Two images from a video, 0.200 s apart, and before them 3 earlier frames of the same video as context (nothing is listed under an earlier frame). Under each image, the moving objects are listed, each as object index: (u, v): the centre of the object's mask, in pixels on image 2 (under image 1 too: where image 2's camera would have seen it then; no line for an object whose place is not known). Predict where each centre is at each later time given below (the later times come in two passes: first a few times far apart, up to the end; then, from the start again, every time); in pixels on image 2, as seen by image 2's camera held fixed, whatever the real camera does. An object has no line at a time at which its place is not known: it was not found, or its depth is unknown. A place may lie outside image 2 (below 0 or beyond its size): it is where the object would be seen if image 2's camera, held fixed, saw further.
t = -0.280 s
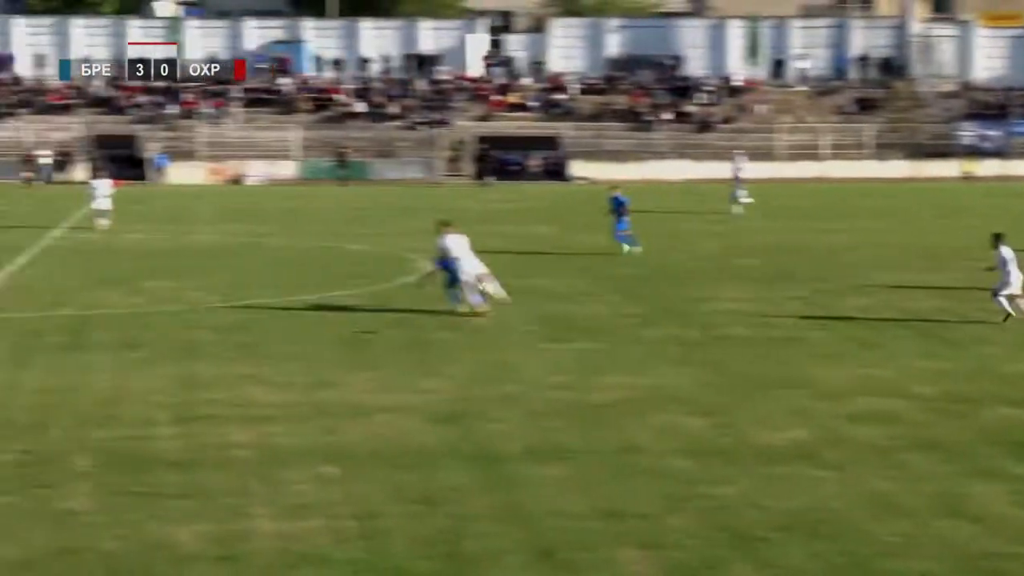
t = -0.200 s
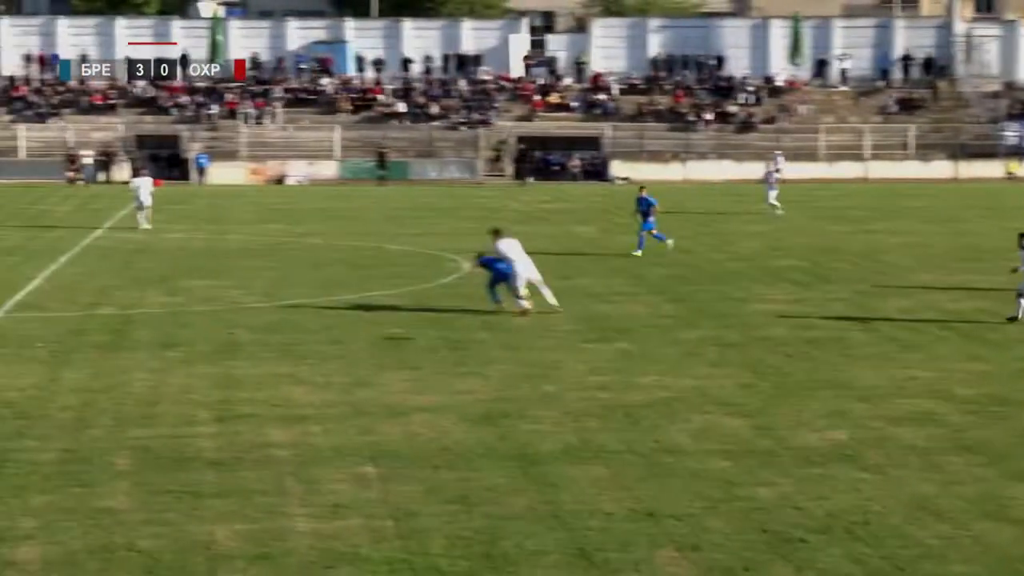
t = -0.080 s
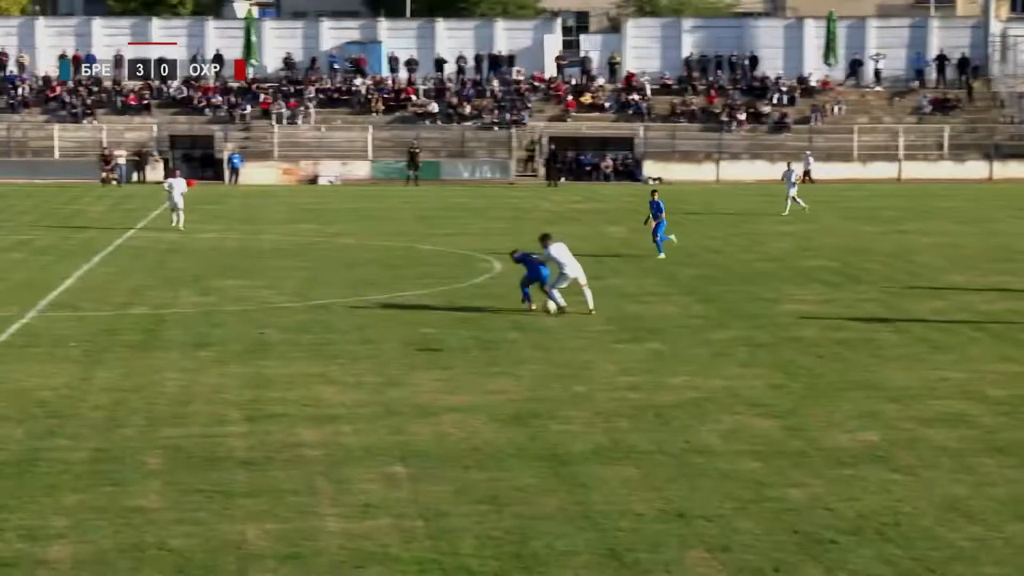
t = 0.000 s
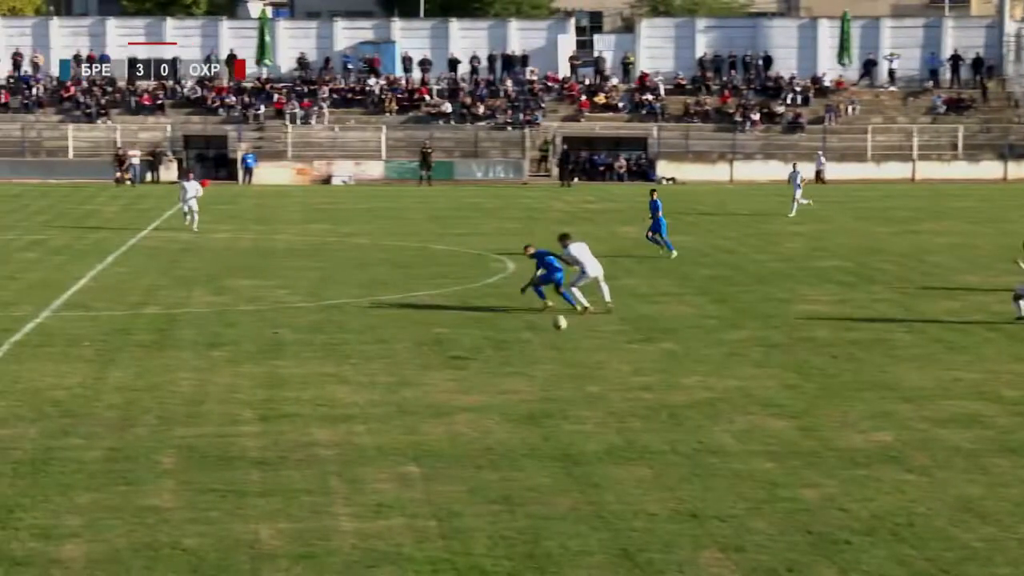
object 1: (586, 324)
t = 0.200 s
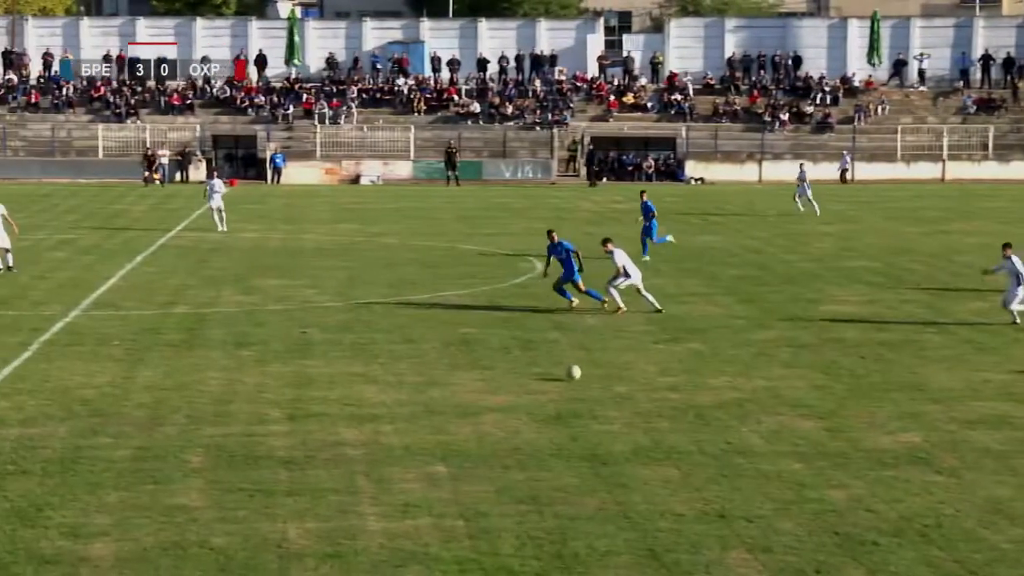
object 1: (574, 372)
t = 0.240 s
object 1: (567, 367)
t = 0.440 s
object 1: (537, 363)
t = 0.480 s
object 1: (530, 365)
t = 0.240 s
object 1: (567, 367)
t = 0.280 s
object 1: (562, 364)
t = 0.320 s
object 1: (556, 363)
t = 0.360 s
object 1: (550, 362)
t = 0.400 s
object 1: (543, 362)
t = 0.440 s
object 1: (537, 363)
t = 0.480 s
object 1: (530, 365)
